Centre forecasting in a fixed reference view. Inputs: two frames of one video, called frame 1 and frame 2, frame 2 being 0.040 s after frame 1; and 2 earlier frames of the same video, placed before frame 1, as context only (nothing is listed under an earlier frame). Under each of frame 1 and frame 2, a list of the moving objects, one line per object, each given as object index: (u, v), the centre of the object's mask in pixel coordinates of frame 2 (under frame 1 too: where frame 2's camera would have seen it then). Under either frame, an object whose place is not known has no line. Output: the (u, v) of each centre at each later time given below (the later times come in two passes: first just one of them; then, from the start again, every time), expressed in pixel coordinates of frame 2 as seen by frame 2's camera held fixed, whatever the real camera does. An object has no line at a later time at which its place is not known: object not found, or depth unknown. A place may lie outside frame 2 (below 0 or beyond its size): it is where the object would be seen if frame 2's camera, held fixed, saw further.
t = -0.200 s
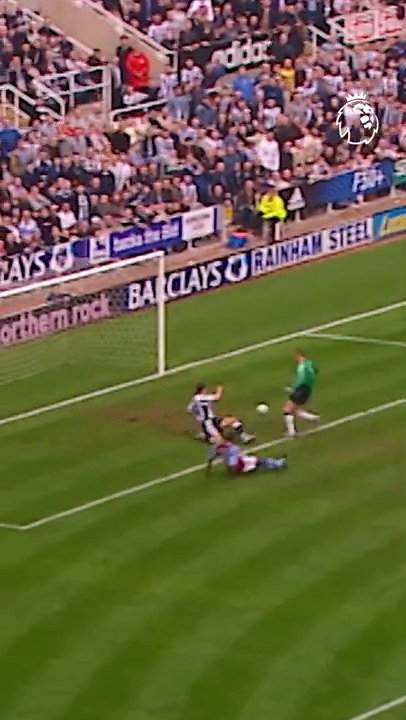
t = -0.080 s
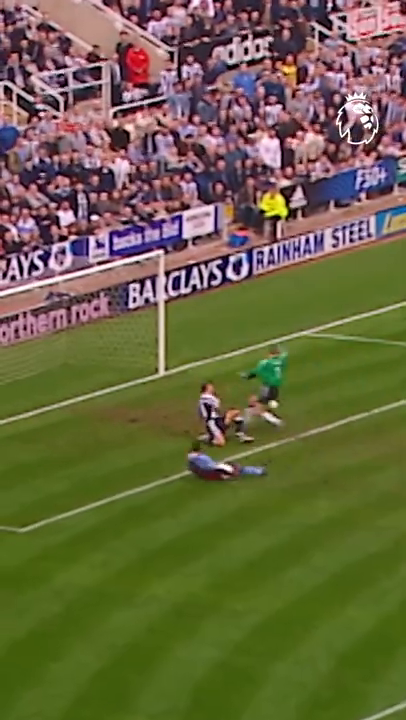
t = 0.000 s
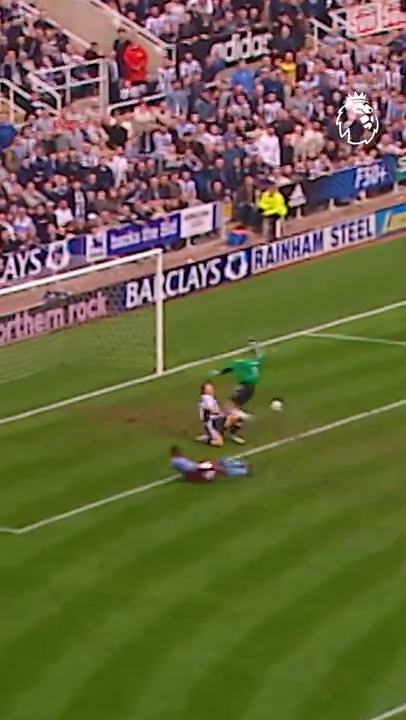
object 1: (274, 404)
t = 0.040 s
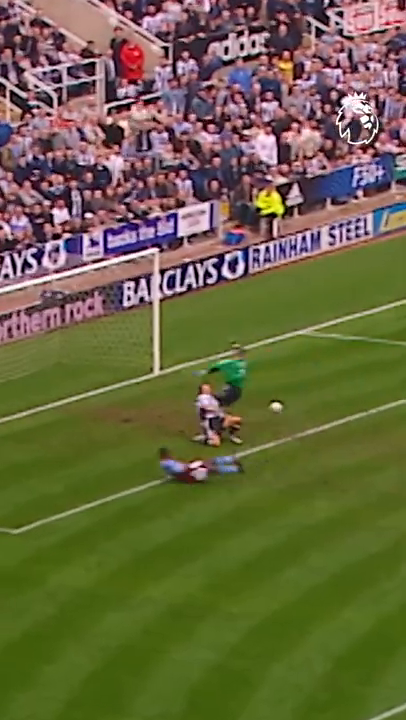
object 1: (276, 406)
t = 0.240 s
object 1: (289, 414)
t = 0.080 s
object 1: (279, 408)
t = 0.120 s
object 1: (281, 412)
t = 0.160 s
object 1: (284, 416)
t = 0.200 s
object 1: (286, 417)
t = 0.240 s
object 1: (289, 414)
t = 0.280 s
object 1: (291, 411)
